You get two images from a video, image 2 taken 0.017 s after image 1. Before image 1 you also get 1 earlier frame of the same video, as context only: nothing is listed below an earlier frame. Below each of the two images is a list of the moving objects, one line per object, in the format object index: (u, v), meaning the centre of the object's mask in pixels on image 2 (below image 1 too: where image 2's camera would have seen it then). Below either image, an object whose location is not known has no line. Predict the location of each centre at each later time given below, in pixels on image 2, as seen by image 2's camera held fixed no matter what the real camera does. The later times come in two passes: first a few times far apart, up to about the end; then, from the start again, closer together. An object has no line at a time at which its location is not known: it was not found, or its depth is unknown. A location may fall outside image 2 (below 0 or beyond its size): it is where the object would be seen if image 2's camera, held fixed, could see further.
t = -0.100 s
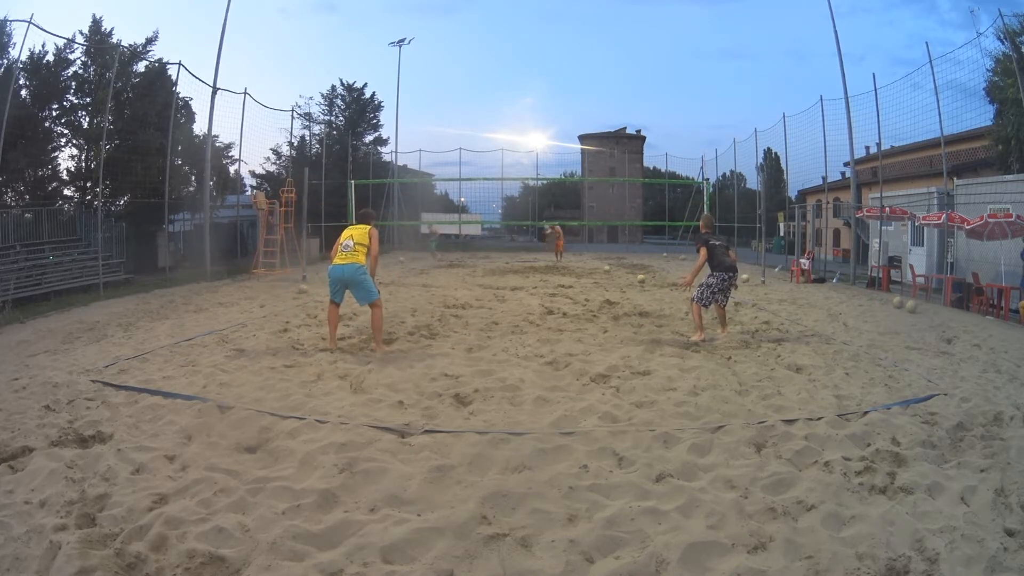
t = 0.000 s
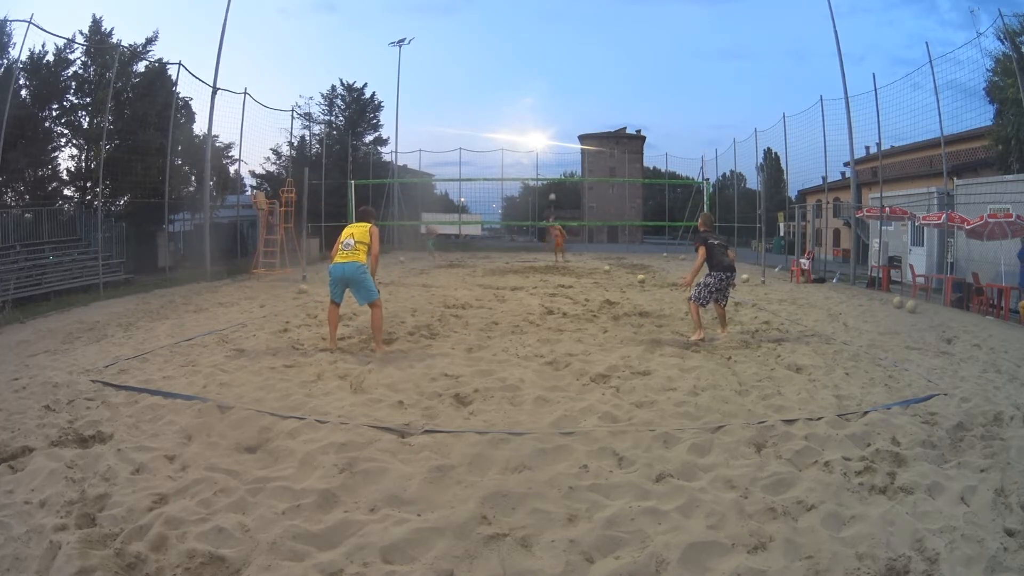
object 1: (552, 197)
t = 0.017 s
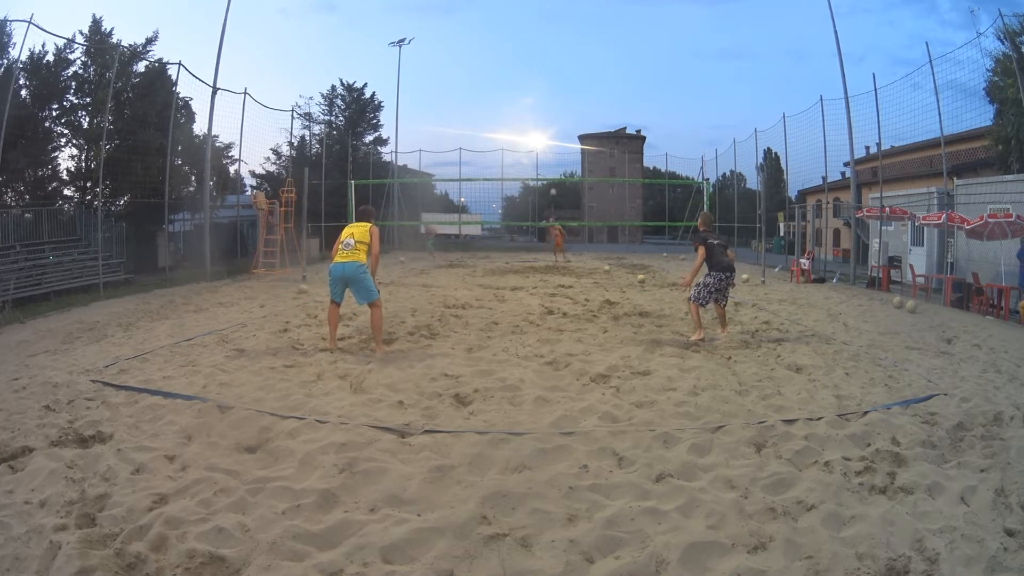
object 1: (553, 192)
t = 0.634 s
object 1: (593, 55)
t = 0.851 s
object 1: (611, 28)
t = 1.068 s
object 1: (633, 14)
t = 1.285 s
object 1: (659, 17)
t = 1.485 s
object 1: (688, 37)
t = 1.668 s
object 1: (720, 77)
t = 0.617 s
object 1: (592, 57)
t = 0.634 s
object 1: (593, 55)
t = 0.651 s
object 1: (594, 52)
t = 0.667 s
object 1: (596, 50)
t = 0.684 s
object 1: (597, 47)
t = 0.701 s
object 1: (599, 45)
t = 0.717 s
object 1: (600, 42)
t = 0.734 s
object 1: (601, 40)
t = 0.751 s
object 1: (603, 38)
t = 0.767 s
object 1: (604, 37)
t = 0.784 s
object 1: (606, 35)
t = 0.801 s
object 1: (607, 33)
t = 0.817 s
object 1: (608, 31)
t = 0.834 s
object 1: (610, 29)
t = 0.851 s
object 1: (611, 28)
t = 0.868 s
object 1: (613, 26)
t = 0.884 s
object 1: (614, 25)
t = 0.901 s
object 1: (616, 23)
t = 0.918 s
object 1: (618, 22)
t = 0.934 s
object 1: (619, 21)
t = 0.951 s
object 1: (621, 20)
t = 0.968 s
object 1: (622, 19)
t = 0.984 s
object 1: (624, 18)
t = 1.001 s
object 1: (626, 17)
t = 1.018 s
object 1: (628, 16)
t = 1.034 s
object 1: (630, 15)
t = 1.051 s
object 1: (631, 15)
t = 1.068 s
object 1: (633, 14)
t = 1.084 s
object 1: (635, 14)
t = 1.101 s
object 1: (637, 13)
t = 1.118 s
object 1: (639, 13)
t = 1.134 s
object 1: (641, 13)
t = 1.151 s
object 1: (643, 13)
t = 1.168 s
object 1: (645, 13)
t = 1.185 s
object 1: (647, 13)
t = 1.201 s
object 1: (649, 14)
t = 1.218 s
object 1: (651, 14)
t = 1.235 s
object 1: (653, 15)
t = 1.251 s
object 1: (655, 15)
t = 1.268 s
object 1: (657, 16)
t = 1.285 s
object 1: (659, 17)
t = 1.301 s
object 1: (661, 18)
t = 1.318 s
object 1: (664, 19)
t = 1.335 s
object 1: (666, 20)
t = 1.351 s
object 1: (668, 22)
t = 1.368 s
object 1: (671, 23)
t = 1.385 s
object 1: (673, 25)
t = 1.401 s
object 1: (676, 26)
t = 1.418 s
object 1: (678, 28)
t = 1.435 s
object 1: (680, 30)
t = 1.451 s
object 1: (683, 33)
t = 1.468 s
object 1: (686, 35)
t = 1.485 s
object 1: (688, 37)
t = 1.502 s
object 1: (691, 40)
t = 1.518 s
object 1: (694, 43)
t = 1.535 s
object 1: (697, 46)
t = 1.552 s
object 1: (700, 49)
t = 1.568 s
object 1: (702, 52)
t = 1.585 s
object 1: (705, 56)
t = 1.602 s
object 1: (708, 60)
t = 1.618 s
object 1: (711, 64)
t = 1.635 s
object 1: (714, 68)
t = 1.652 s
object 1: (717, 72)
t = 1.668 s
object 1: (720, 77)
